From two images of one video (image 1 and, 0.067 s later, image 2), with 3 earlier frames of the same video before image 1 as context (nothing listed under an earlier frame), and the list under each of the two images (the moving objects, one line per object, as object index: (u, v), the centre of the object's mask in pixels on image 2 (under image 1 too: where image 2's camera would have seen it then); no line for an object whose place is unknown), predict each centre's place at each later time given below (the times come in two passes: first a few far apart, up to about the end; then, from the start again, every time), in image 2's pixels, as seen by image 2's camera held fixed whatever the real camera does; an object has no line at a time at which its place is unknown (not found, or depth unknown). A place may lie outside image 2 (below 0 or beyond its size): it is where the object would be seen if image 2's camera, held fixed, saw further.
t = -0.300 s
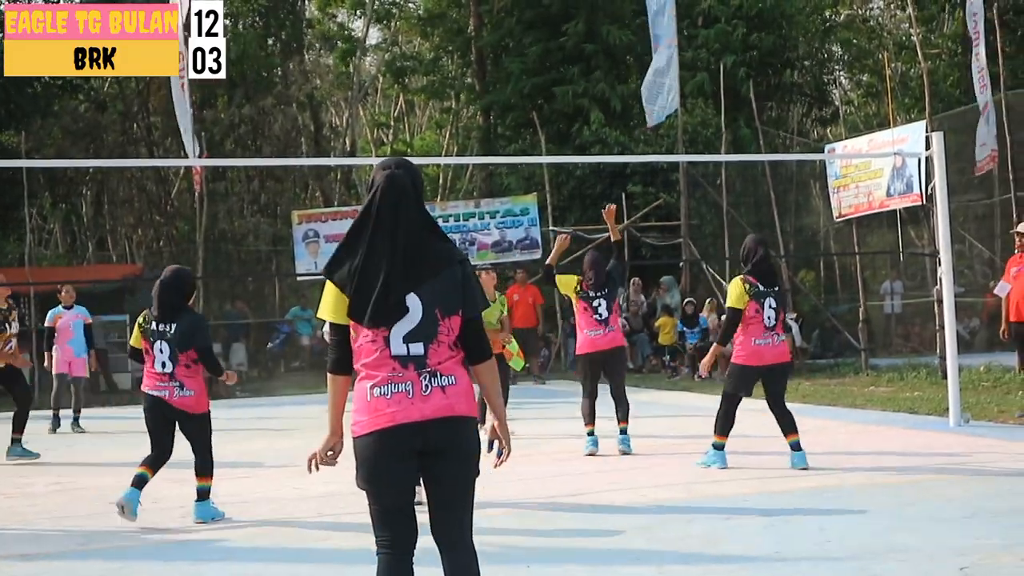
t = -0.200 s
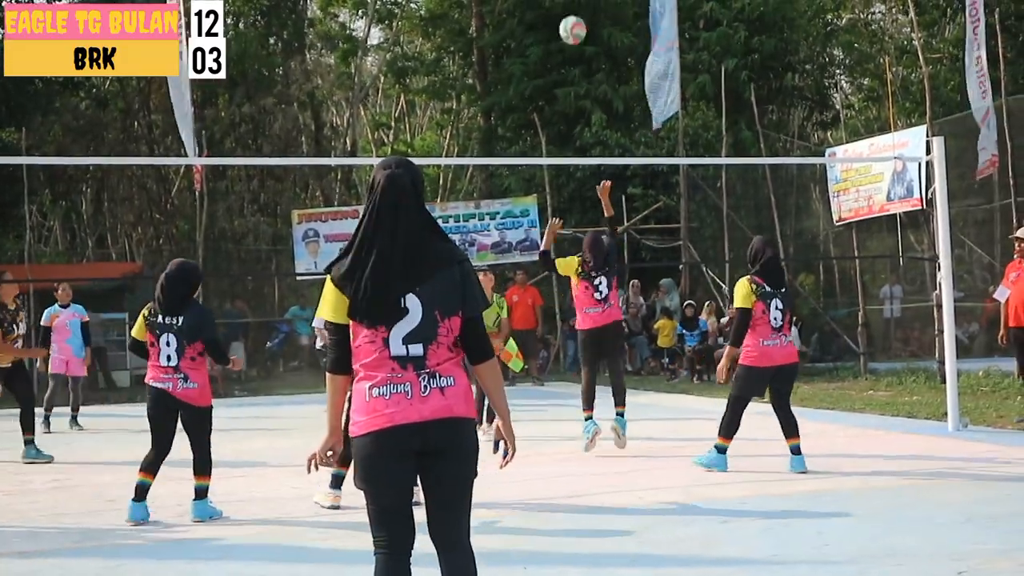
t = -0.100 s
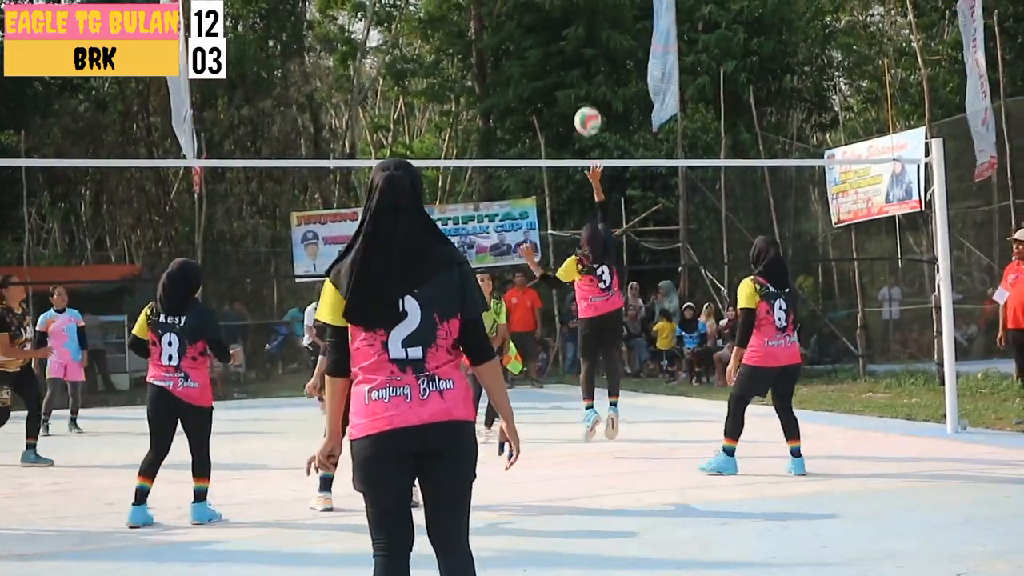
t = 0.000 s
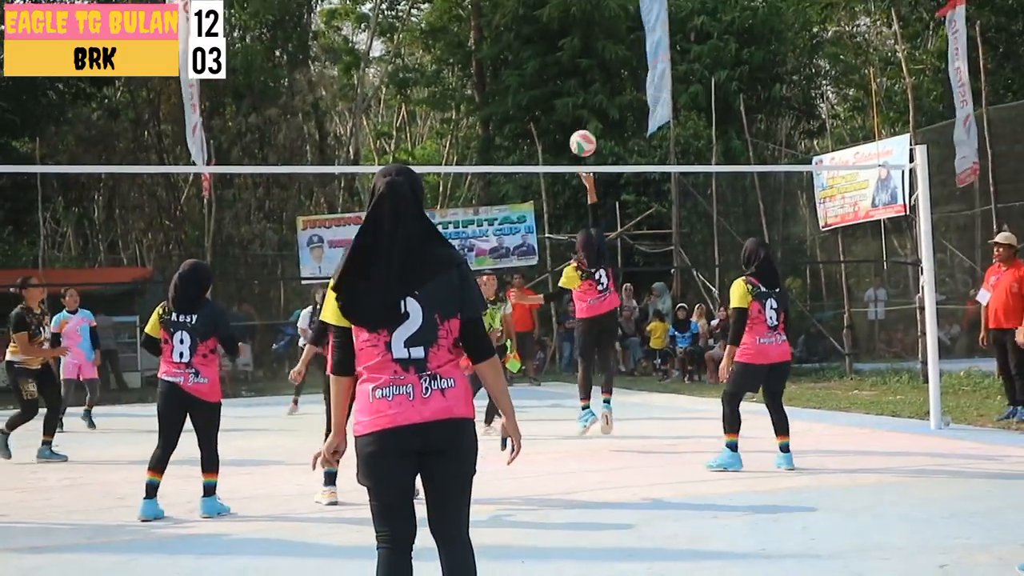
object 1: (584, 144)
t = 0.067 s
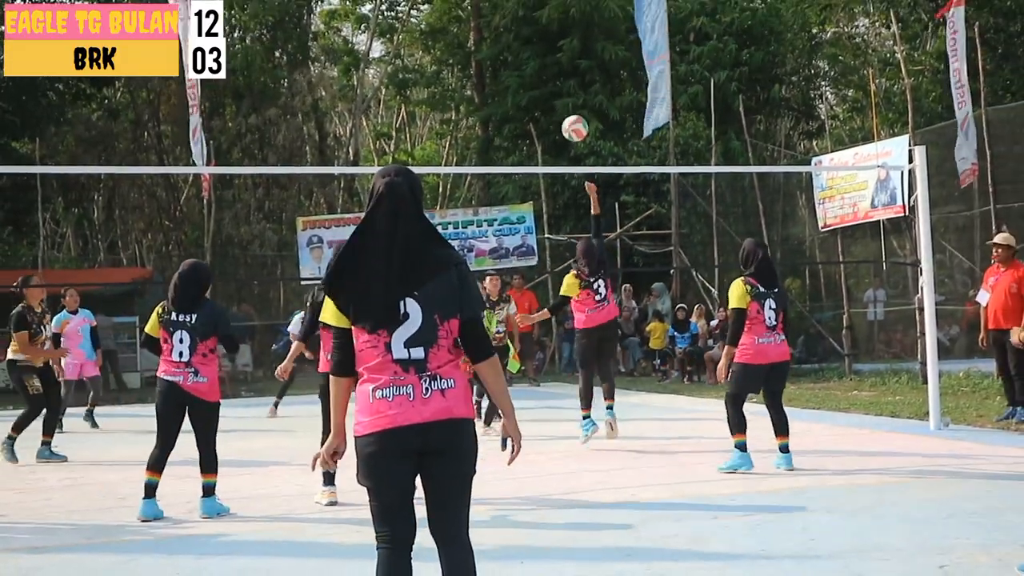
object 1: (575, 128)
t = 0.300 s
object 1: (550, 117)
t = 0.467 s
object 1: (535, 147)
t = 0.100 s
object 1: (571, 122)
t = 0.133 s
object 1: (567, 118)
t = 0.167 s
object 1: (564, 115)
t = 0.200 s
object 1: (560, 114)
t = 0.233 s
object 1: (557, 113)
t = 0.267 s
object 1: (553, 114)
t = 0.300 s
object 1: (550, 117)
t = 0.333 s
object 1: (547, 120)
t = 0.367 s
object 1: (544, 125)
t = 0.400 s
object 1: (541, 131)
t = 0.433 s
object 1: (537, 138)
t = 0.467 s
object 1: (535, 147)
